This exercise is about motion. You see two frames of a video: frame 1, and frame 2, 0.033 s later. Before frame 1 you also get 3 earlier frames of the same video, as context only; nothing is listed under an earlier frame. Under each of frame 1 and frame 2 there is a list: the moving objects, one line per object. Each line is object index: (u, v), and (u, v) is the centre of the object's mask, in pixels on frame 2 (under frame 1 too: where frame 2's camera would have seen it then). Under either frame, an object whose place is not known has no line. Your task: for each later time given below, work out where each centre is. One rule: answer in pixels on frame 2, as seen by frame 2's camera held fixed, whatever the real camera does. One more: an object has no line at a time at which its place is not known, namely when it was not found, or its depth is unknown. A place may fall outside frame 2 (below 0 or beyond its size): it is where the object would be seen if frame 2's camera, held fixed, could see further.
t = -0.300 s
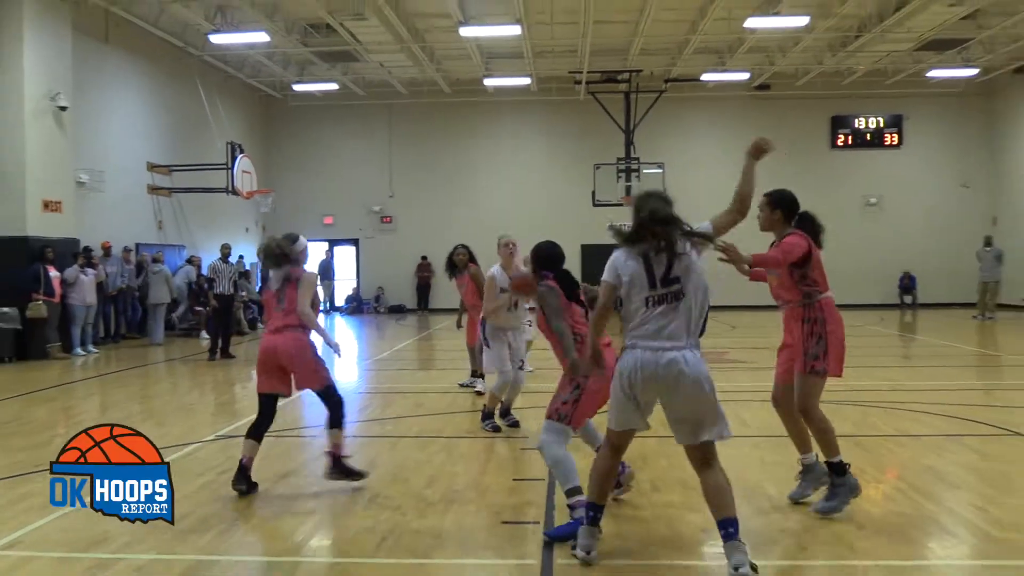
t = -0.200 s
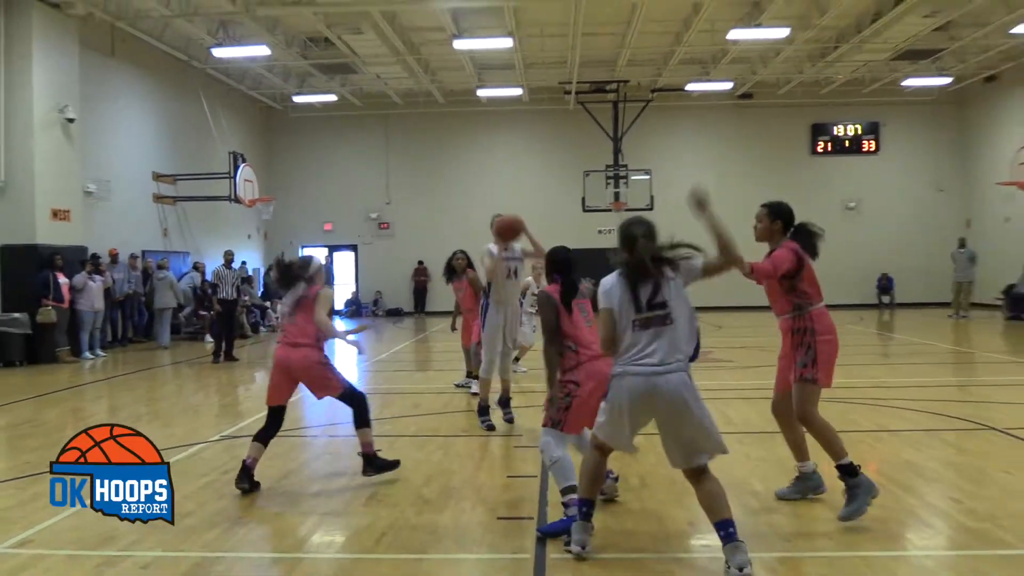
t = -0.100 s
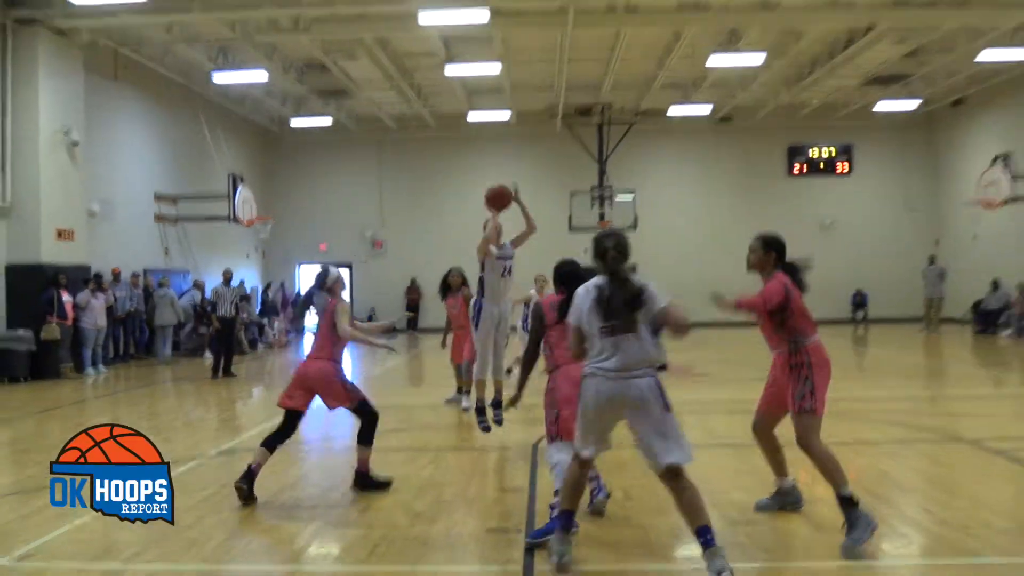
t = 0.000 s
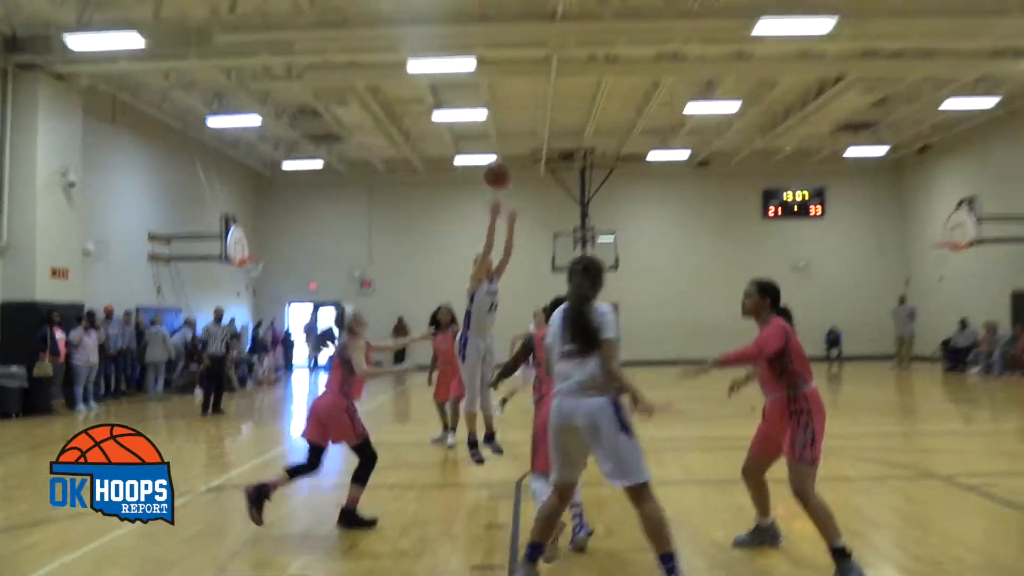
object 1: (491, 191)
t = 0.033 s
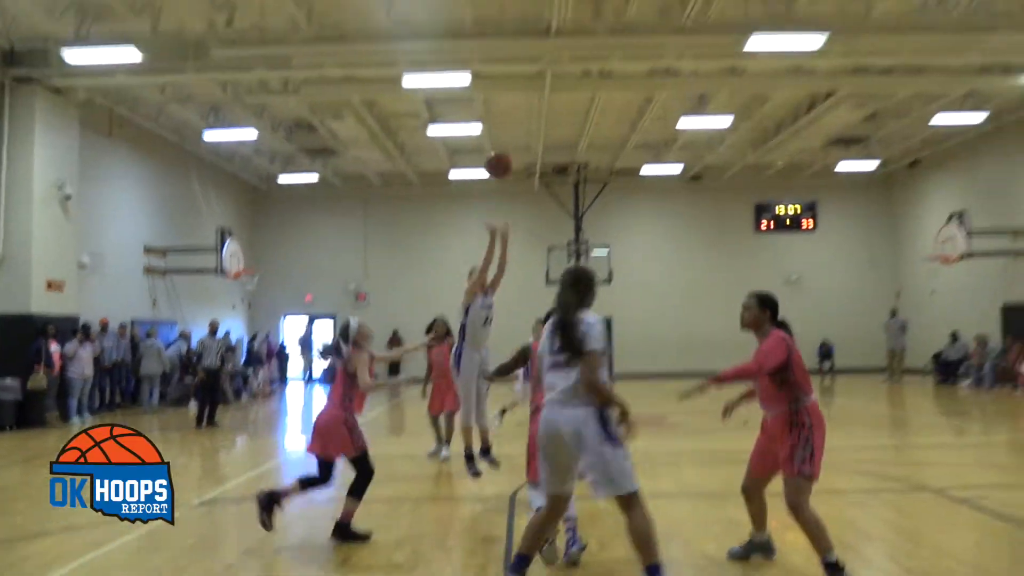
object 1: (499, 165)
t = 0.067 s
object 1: (506, 141)
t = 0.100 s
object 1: (515, 116)
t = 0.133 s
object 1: (523, 93)
